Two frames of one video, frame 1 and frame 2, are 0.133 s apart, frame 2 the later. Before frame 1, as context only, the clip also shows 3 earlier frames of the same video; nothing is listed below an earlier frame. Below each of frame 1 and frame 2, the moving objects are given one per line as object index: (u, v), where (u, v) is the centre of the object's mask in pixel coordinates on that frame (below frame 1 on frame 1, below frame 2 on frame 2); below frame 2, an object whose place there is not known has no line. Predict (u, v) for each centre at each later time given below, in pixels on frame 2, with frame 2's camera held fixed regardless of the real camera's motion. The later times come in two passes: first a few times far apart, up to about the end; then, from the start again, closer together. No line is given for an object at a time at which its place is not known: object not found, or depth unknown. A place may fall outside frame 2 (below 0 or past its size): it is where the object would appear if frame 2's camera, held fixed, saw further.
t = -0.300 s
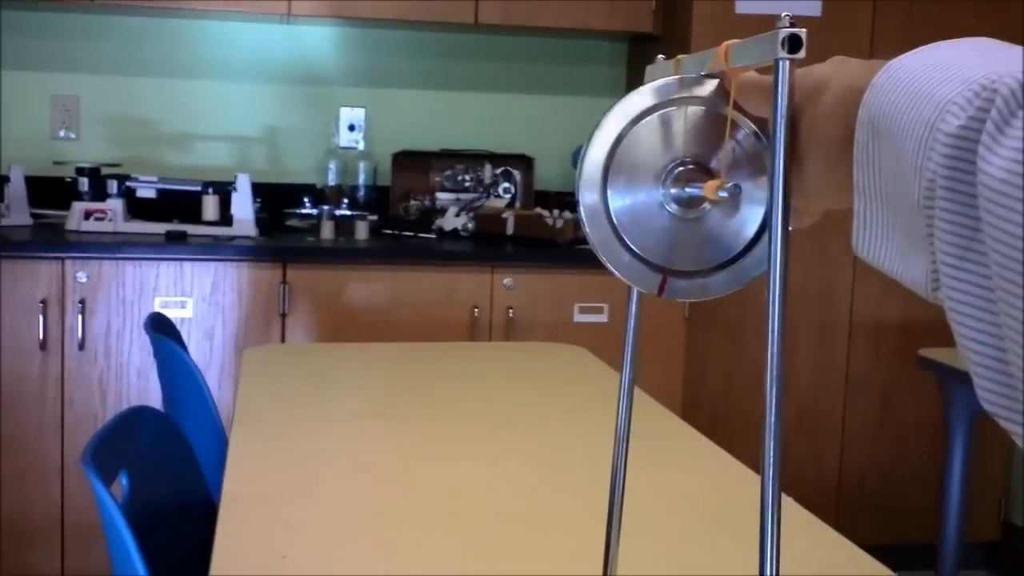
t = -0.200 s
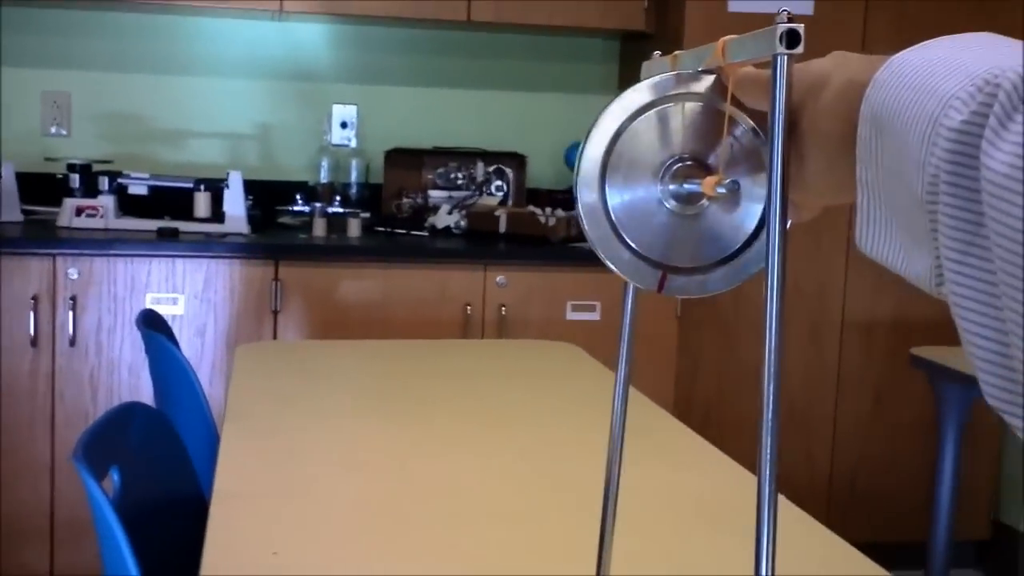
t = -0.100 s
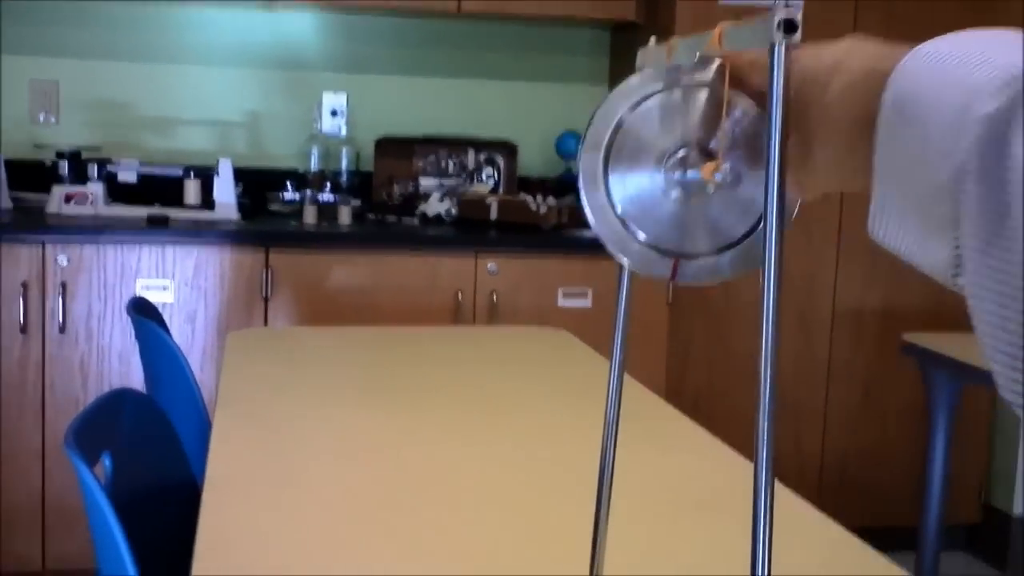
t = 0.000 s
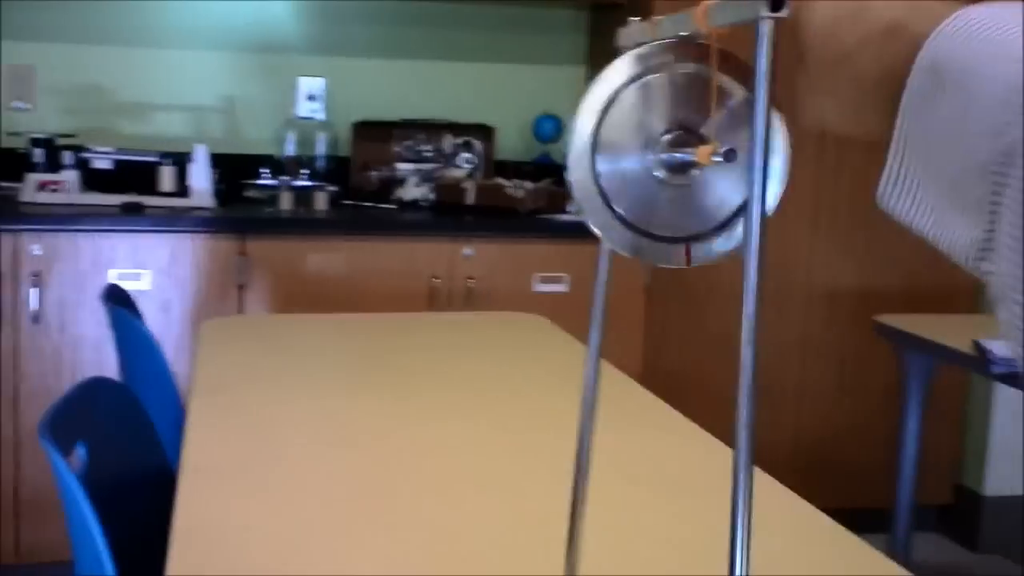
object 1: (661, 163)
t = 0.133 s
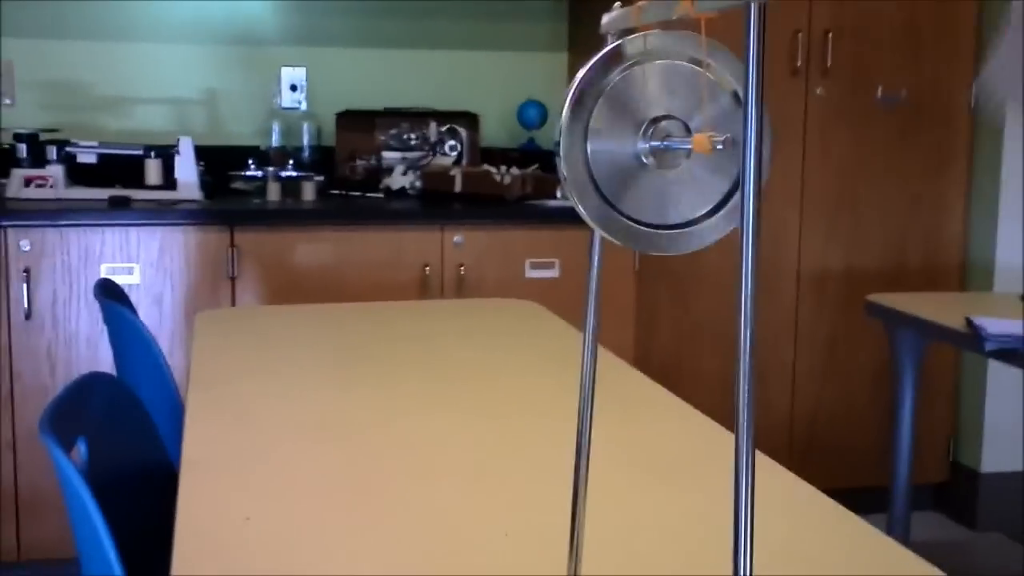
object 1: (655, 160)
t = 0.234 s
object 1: (654, 169)
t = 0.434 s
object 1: (637, 180)
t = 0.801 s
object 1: (649, 216)
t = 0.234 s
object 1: (654, 169)
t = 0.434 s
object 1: (637, 180)
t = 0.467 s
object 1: (636, 185)
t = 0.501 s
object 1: (640, 183)
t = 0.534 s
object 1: (643, 192)
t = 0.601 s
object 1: (642, 190)
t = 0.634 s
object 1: (649, 198)
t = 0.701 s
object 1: (651, 209)
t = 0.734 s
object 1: (649, 210)
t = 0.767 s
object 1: (651, 210)
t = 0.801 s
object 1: (649, 216)
